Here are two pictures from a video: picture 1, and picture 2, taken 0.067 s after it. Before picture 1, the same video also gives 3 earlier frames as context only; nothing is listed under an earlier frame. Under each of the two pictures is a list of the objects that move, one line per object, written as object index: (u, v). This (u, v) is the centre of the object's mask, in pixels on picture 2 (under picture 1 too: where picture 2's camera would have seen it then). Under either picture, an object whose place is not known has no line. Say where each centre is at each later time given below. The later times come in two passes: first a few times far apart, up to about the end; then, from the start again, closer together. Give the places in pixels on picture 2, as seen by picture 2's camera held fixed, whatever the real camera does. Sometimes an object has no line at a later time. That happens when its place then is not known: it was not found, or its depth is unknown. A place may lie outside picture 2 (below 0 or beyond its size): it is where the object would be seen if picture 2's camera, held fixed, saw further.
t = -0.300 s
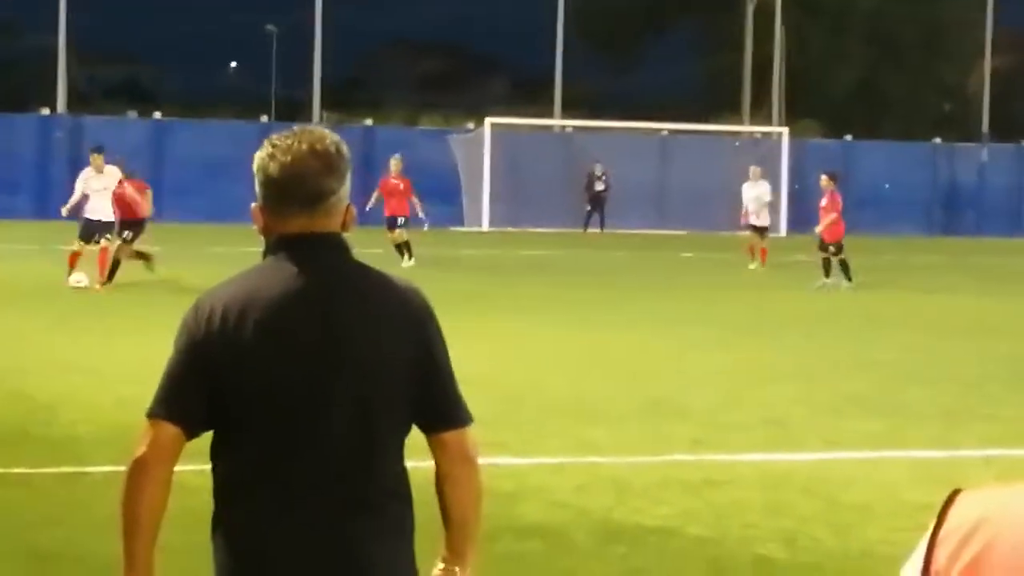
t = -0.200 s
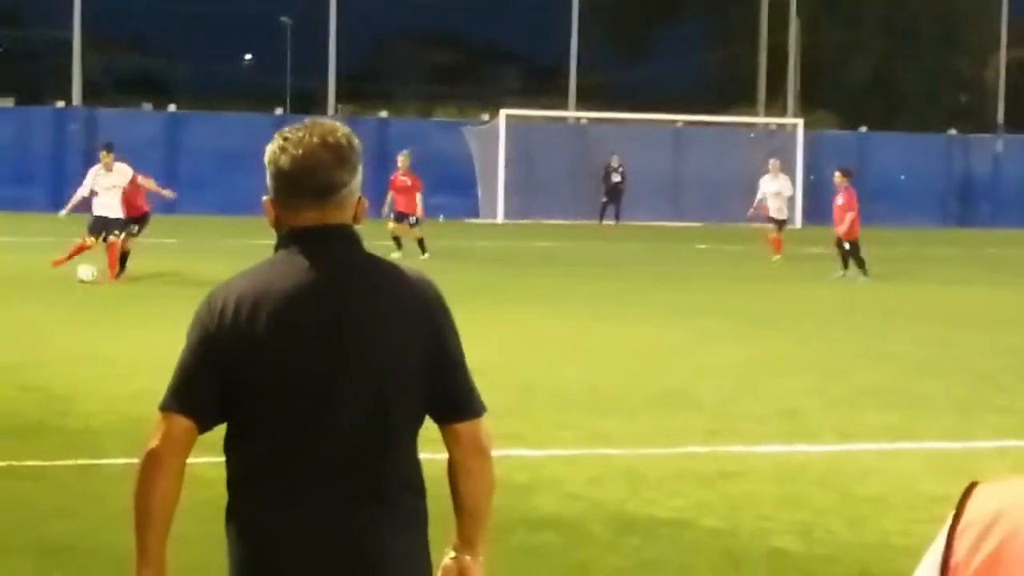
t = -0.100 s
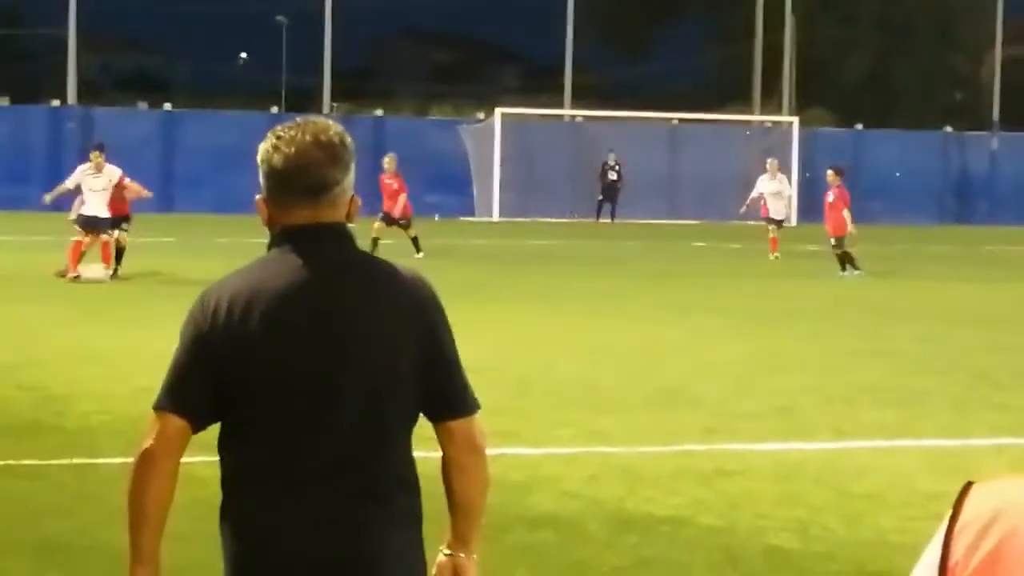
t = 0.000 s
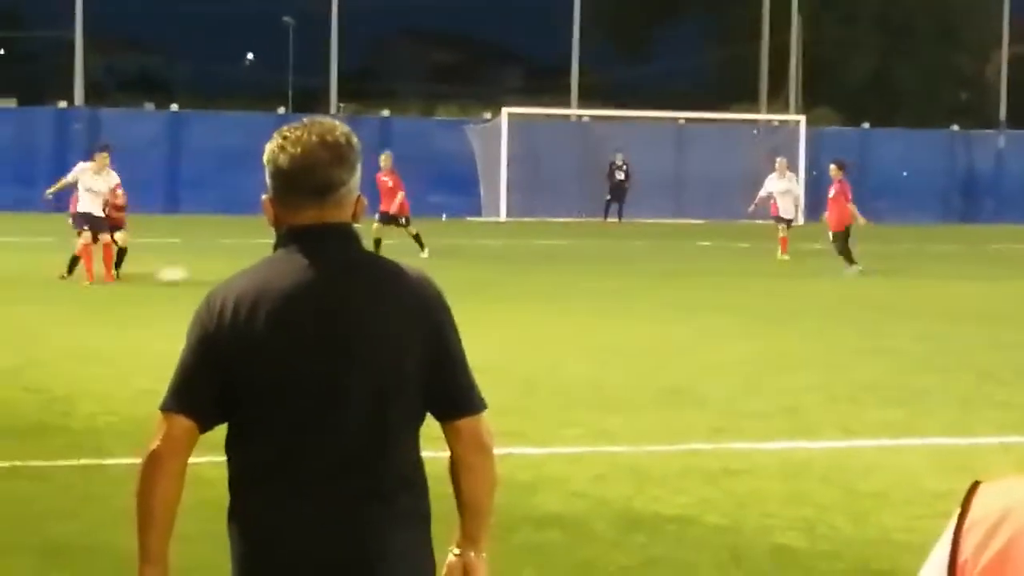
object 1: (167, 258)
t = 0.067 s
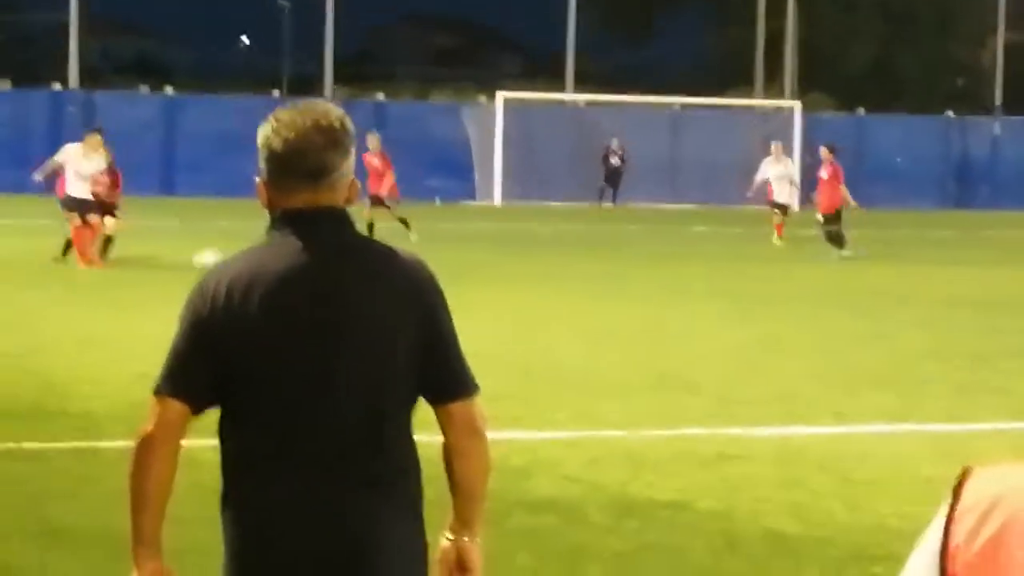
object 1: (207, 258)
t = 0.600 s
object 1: (458, 263)
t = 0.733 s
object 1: (505, 264)
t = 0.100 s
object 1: (223, 255)
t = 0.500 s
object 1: (429, 259)
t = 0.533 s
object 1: (436, 262)
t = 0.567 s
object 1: (446, 263)
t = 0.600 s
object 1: (458, 263)
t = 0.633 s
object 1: (470, 263)
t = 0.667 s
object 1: (482, 264)
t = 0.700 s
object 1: (494, 265)
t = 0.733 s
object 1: (505, 264)
